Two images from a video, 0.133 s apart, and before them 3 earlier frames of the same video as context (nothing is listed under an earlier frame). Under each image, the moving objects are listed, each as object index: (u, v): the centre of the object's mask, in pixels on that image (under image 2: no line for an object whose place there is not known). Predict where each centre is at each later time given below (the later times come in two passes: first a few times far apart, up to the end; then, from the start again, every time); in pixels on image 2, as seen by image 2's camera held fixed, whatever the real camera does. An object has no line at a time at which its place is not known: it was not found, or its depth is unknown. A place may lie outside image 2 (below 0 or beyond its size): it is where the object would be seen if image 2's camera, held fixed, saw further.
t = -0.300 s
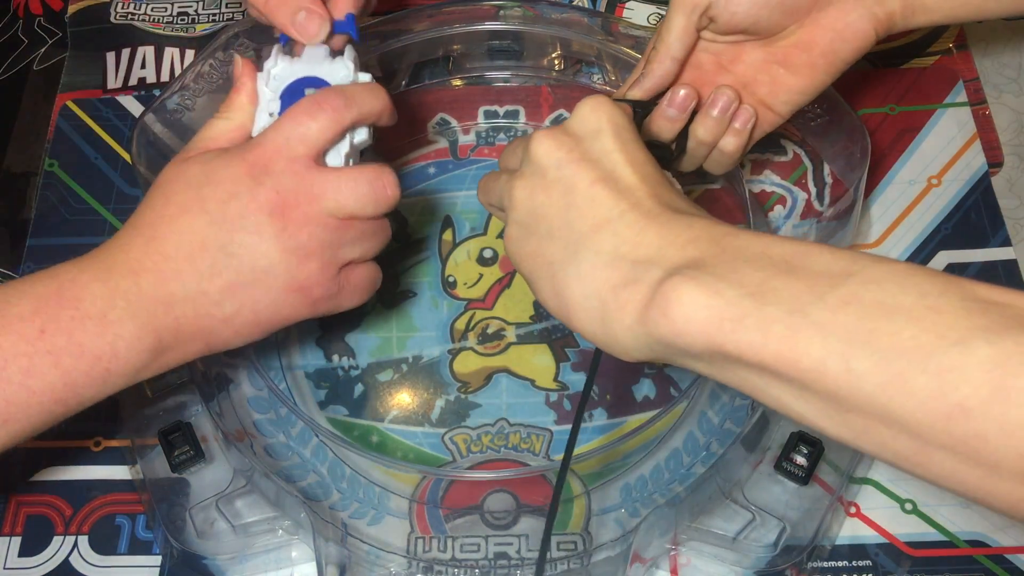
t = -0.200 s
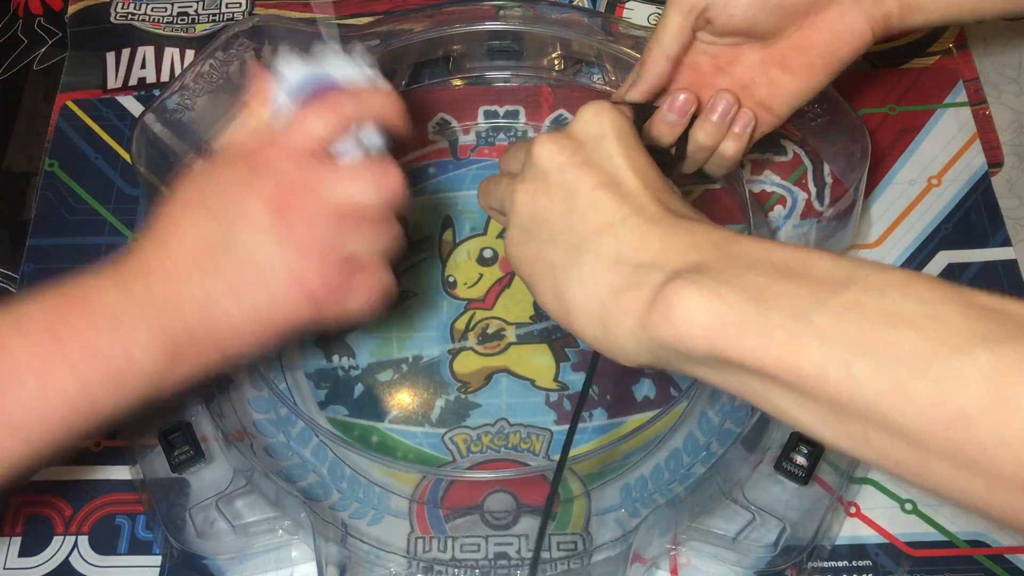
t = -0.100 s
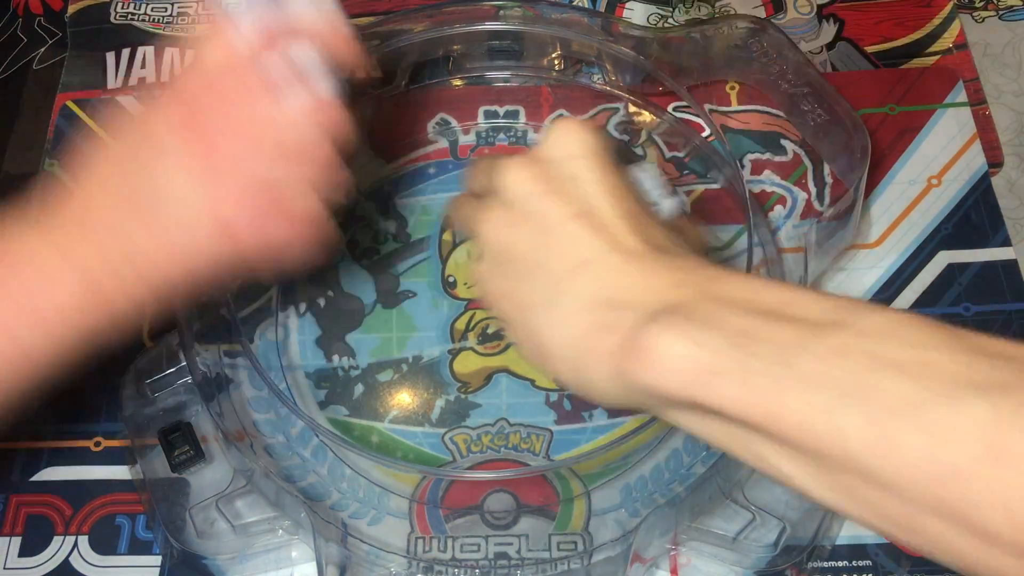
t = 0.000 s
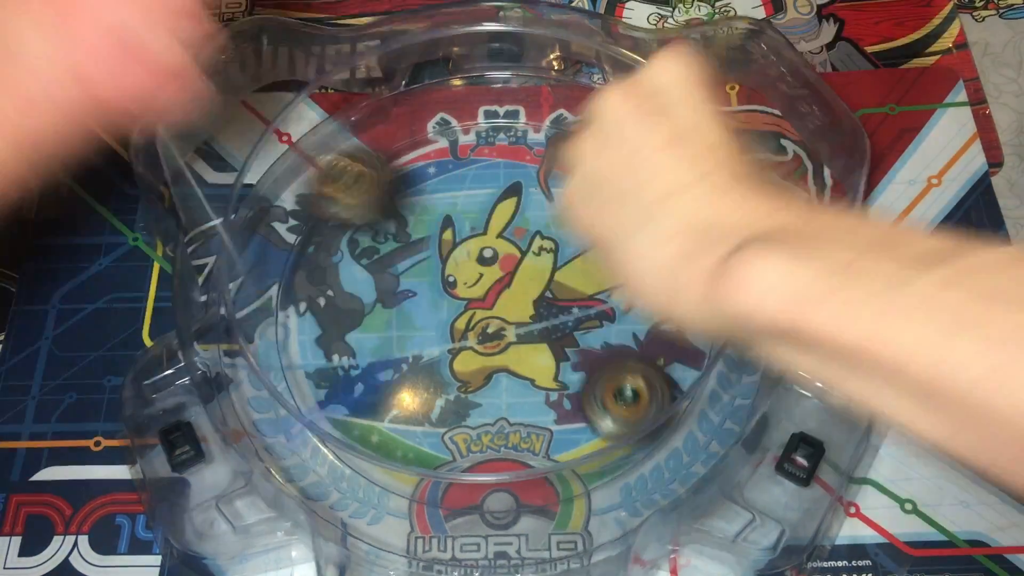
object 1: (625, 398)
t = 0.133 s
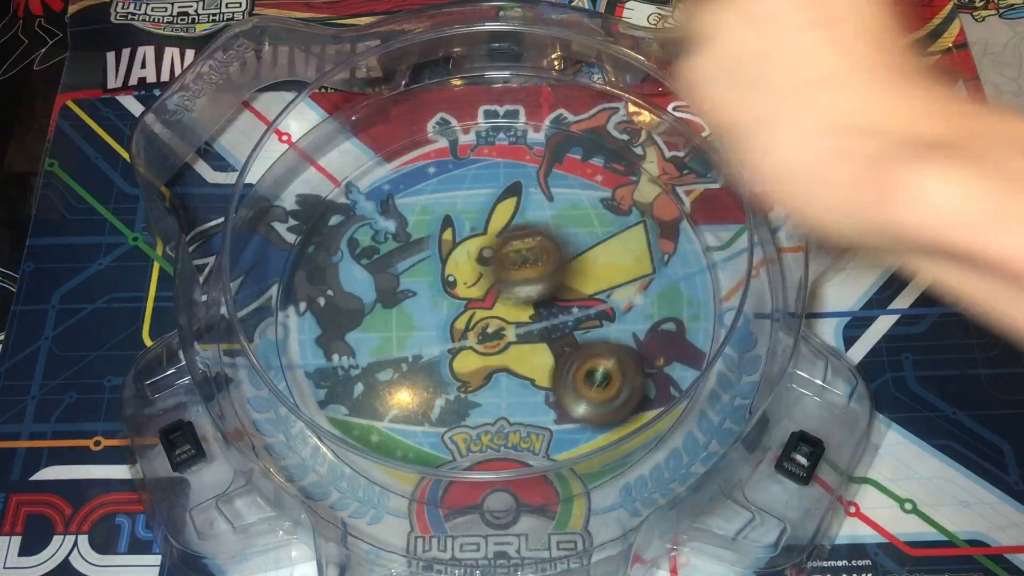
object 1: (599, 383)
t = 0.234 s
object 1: (547, 365)
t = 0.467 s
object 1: (440, 280)
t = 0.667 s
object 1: (481, 216)
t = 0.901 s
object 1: (604, 257)
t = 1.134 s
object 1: (581, 403)
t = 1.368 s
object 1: (352, 384)
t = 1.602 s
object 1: (352, 161)
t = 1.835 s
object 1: (646, 171)
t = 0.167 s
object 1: (585, 382)
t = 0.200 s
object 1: (567, 371)
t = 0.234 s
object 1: (547, 365)
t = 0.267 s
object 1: (526, 355)
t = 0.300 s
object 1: (504, 344)
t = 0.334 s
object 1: (485, 334)
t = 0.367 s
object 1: (470, 322)
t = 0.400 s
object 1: (456, 309)
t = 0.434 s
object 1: (445, 293)
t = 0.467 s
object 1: (440, 280)
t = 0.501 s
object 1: (438, 265)
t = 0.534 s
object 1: (439, 252)
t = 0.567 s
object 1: (443, 241)
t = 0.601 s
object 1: (452, 231)
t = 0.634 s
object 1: (464, 222)
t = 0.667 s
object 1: (481, 216)
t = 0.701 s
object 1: (497, 213)
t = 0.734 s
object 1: (516, 213)
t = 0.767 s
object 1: (534, 215)
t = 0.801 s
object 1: (553, 221)
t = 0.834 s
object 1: (572, 230)
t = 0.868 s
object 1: (590, 242)
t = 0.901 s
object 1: (604, 257)
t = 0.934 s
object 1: (617, 275)
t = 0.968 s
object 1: (624, 294)
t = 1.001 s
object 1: (627, 317)
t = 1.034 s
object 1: (622, 341)
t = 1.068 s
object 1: (615, 364)
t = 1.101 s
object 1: (600, 385)
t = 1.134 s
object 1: (581, 403)
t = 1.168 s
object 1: (551, 420)
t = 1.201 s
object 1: (519, 430)
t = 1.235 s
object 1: (484, 433)
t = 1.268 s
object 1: (450, 431)
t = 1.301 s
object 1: (415, 420)
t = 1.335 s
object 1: (383, 404)
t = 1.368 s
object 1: (352, 384)
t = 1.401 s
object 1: (331, 359)
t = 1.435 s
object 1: (315, 323)
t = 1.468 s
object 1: (305, 289)
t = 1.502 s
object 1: (304, 257)
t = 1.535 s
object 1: (310, 223)
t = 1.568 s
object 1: (326, 188)
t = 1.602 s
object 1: (352, 161)
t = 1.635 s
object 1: (390, 142)
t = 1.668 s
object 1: (427, 130)
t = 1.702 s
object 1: (471, 119)
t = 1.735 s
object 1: (522, 112)
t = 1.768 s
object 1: (567, 120)
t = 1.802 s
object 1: (610, 142)
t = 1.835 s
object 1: (646, 171)
